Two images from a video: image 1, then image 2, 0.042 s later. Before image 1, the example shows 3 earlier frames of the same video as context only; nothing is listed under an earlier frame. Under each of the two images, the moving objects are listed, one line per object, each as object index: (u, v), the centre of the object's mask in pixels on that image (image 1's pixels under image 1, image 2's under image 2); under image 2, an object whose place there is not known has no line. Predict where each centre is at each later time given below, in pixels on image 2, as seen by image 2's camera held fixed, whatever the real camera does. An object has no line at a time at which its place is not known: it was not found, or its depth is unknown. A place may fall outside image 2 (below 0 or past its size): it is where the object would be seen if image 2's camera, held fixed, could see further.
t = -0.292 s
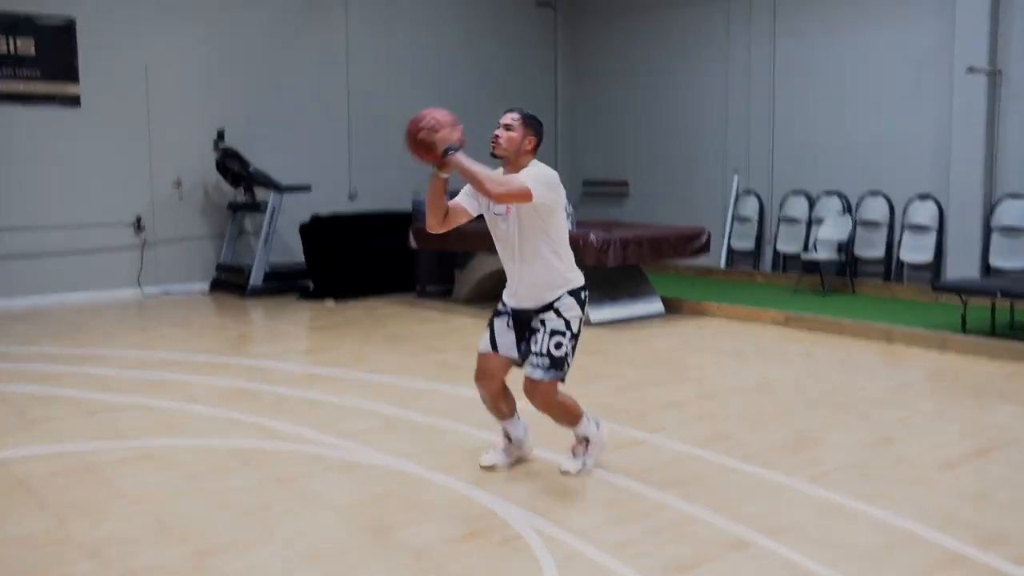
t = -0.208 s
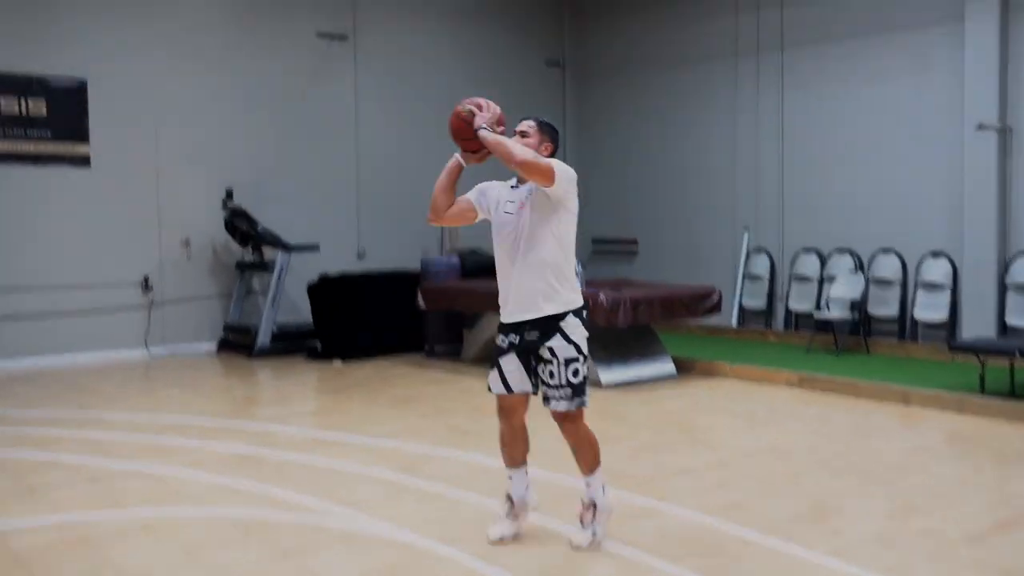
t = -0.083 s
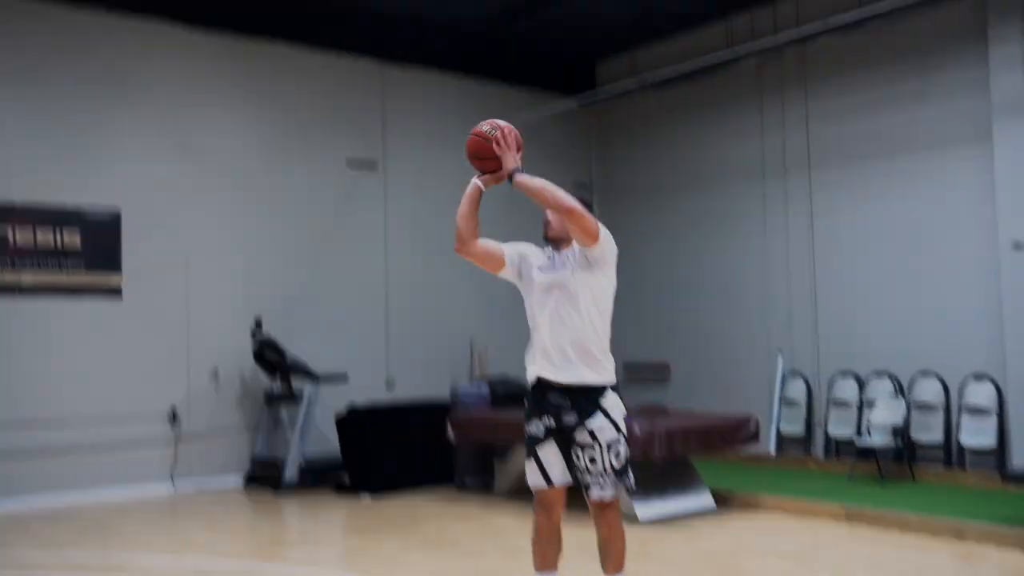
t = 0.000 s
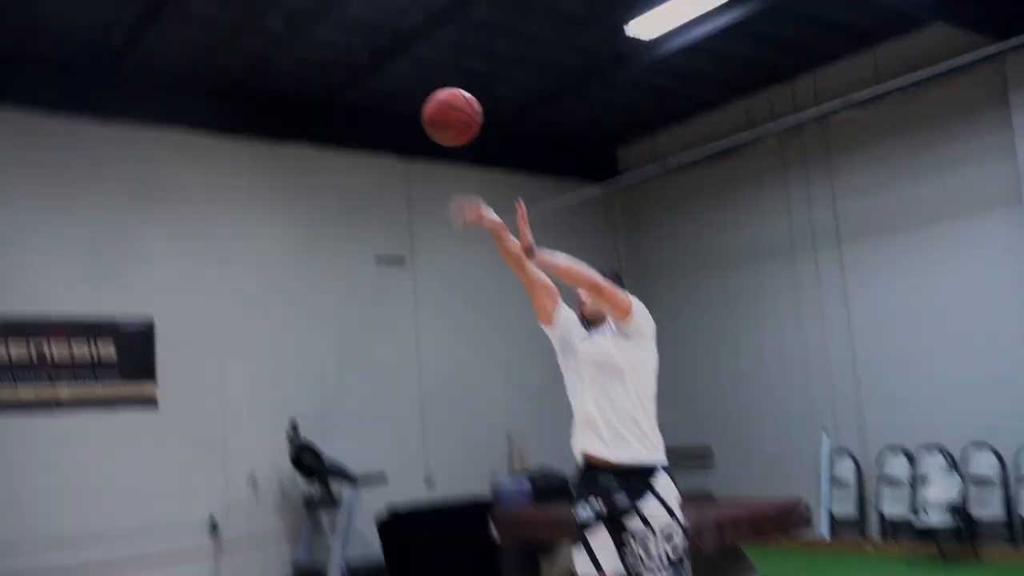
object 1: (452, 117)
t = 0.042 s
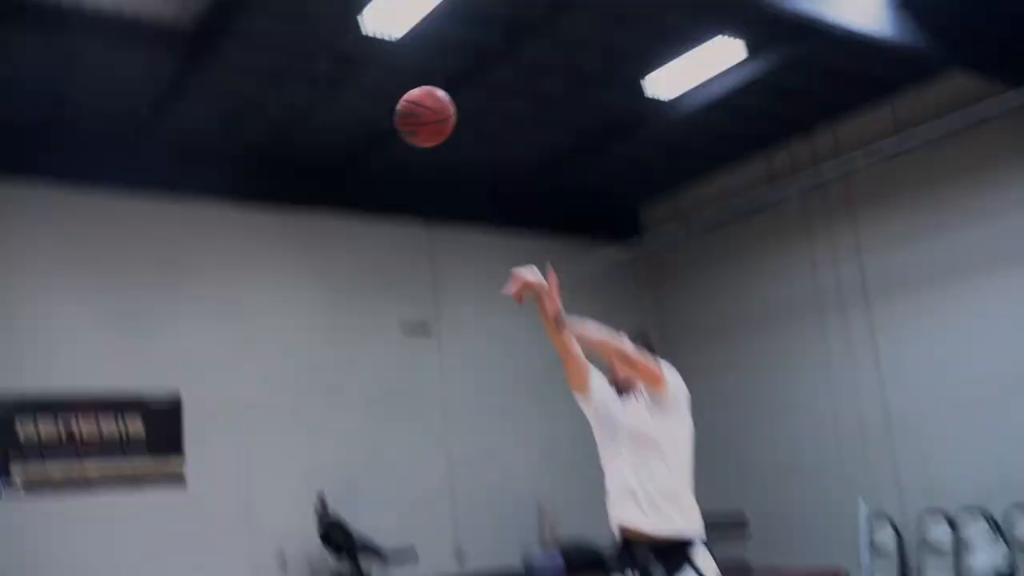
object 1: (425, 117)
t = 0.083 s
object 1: (374, 54)
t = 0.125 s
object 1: (323, -10)
